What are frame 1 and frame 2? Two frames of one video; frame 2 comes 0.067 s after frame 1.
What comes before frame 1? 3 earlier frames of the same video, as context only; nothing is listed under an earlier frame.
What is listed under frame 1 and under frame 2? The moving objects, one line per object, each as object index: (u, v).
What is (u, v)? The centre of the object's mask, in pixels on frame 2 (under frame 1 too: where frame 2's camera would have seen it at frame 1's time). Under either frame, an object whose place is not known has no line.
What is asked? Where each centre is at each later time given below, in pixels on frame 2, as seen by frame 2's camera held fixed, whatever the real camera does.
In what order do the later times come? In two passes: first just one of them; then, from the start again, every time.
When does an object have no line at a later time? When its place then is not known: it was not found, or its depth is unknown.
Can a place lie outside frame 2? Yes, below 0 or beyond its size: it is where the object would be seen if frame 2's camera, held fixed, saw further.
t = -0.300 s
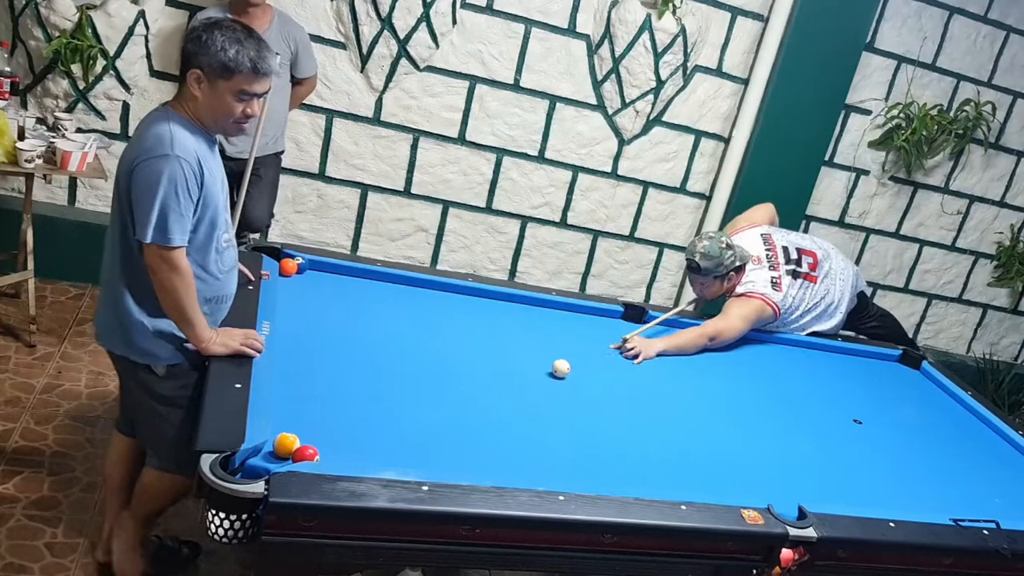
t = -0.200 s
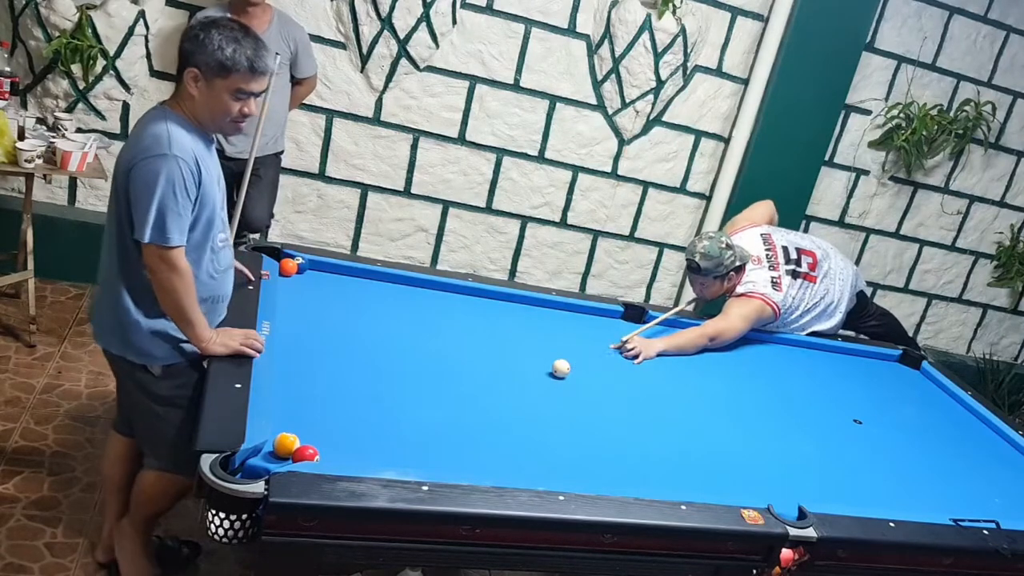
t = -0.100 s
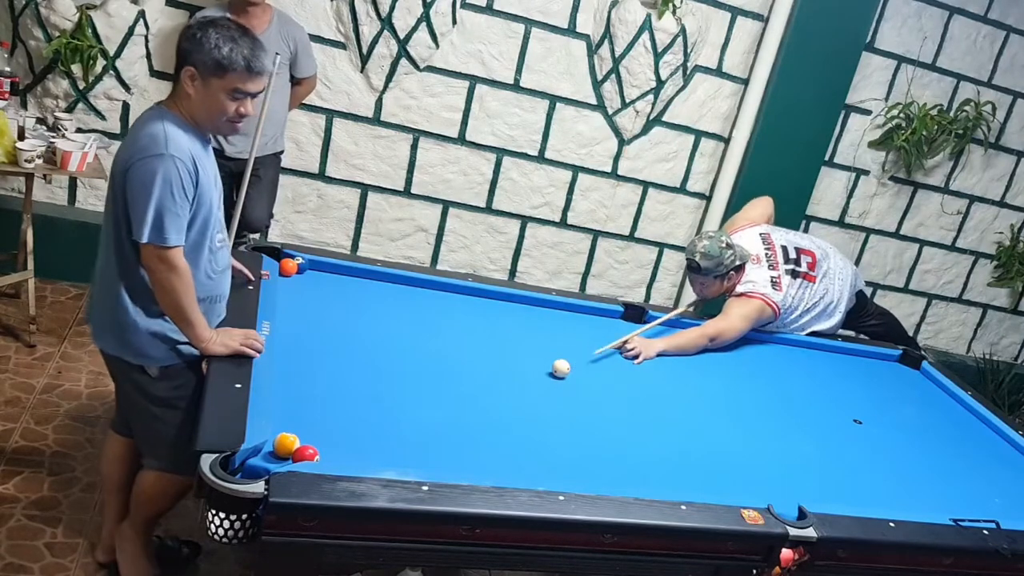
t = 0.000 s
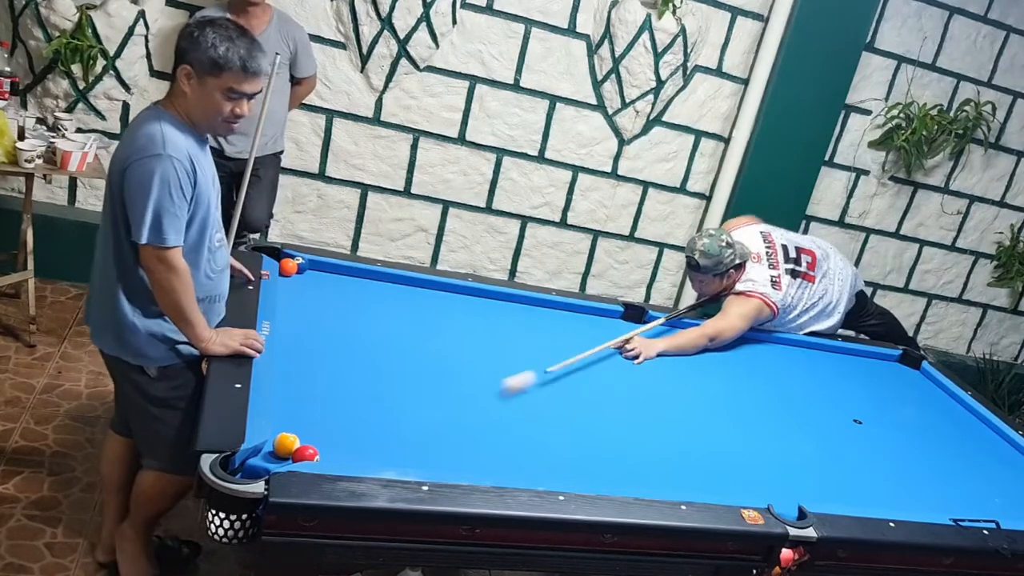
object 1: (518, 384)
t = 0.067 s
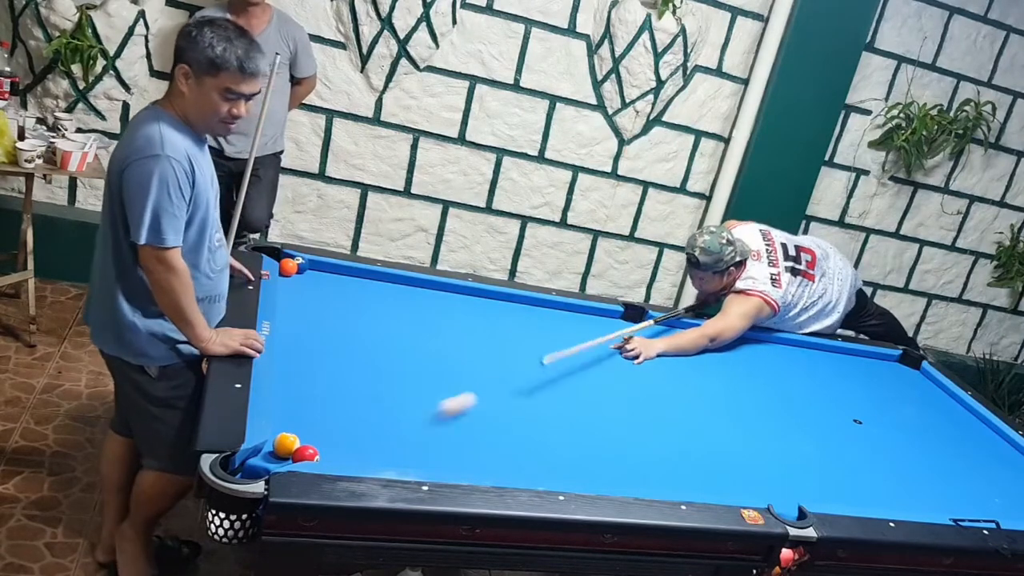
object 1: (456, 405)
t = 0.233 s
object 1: (345, 454)
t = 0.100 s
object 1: (422, 418)
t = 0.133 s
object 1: (384, 432)
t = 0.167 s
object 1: (345, 447)
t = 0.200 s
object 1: (336, 455)
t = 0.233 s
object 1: (345, 454)
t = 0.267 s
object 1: (353, 451)
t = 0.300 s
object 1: (361, 447)
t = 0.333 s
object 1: (367, 442)
